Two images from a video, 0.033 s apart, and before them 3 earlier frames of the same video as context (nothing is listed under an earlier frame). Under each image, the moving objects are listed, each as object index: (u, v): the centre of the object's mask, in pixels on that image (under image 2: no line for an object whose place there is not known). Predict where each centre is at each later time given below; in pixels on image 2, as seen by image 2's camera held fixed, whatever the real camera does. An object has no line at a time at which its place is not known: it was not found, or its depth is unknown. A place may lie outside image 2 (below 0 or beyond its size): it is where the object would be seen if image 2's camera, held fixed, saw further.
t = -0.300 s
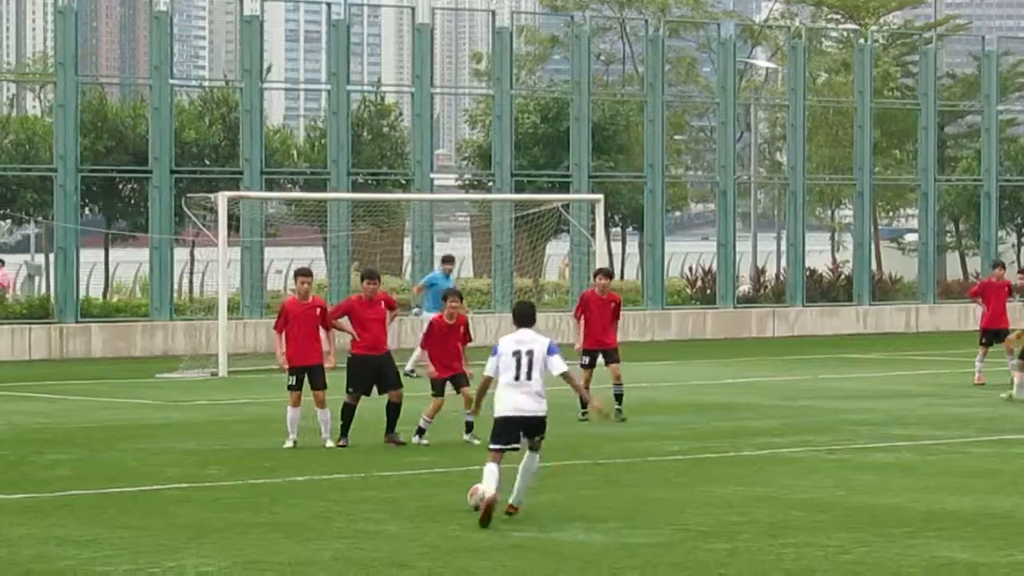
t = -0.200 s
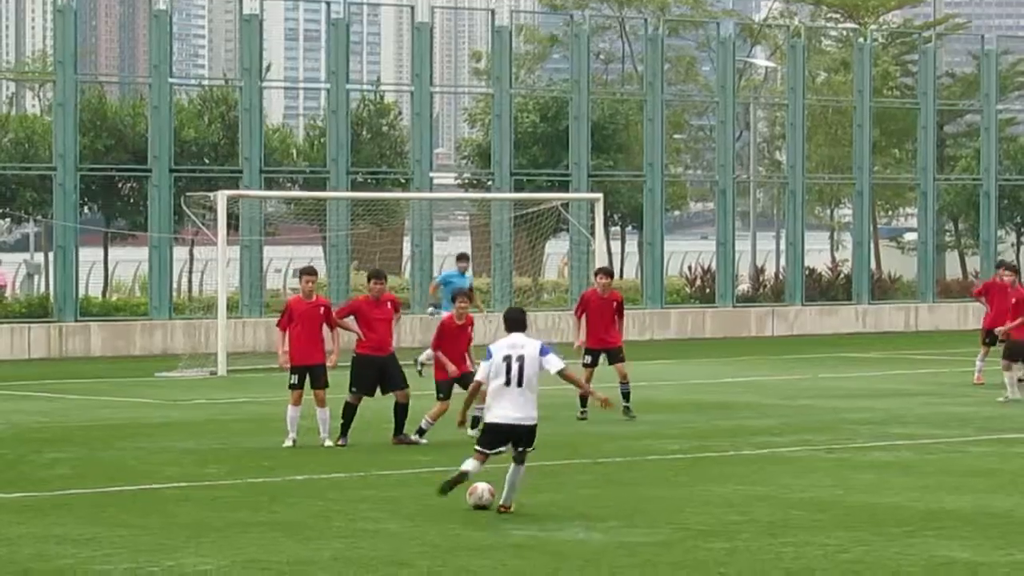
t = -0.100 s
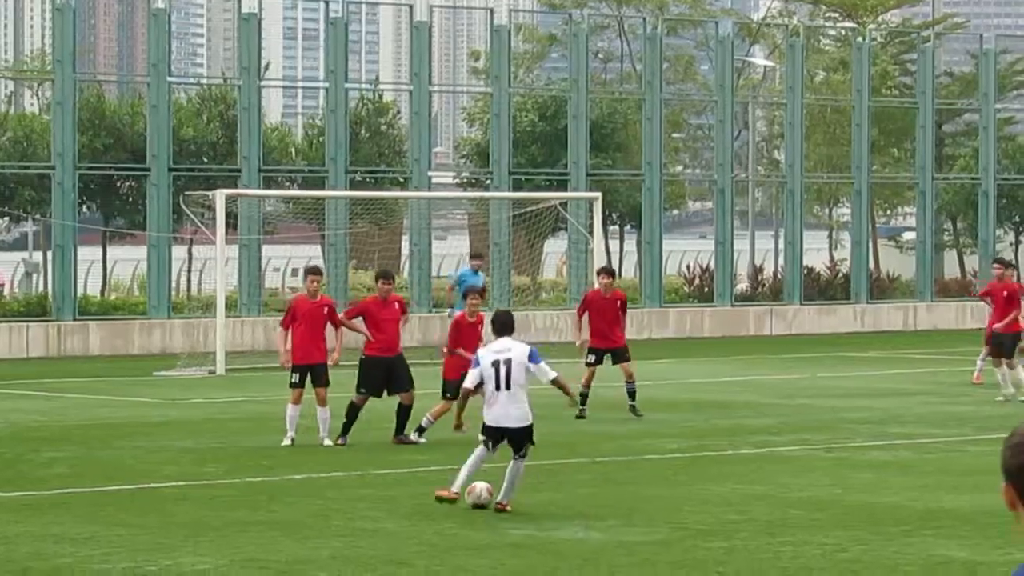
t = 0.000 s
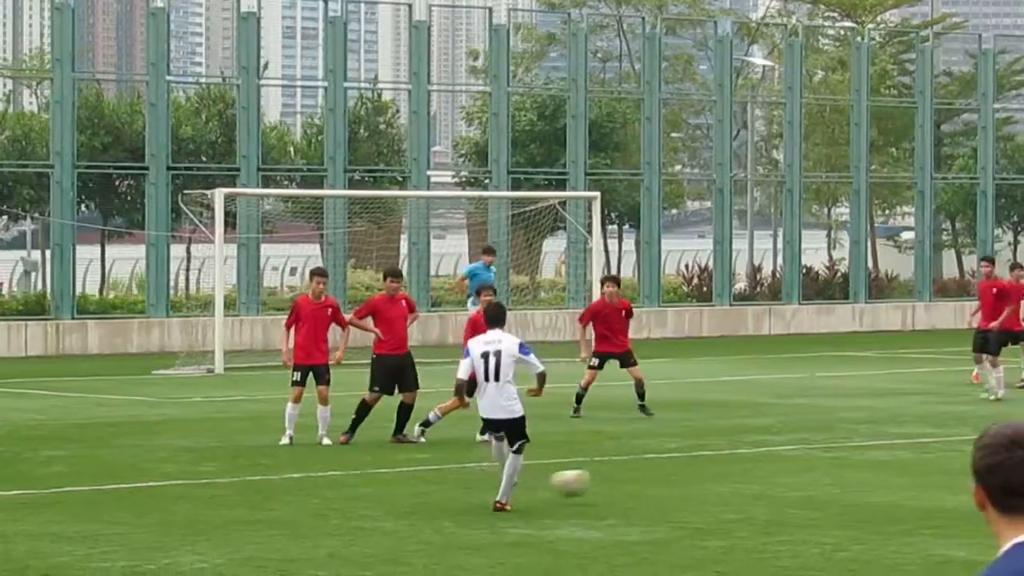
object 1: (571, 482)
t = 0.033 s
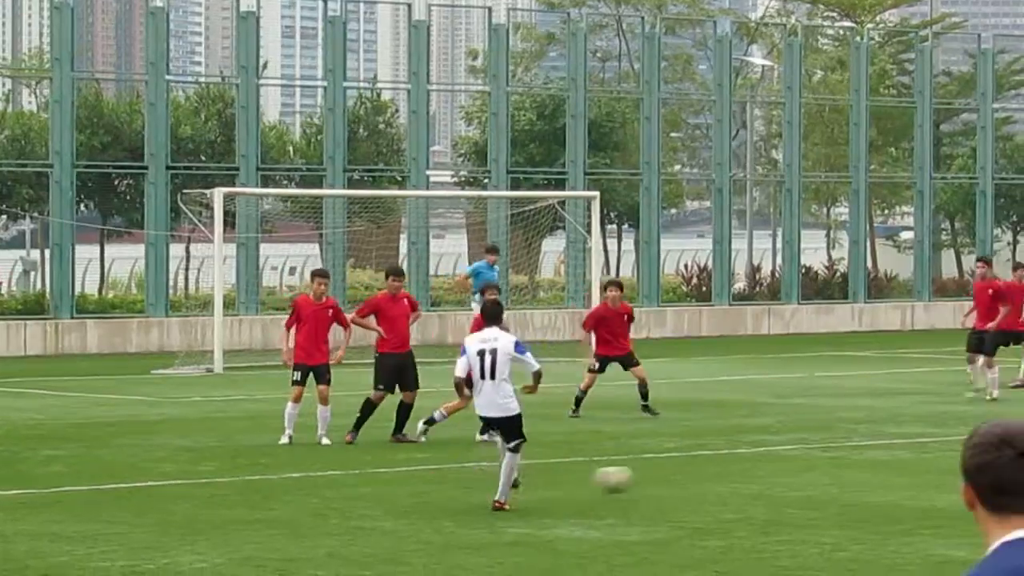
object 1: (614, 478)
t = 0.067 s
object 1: (657, 477)
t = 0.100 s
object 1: (698, 475)
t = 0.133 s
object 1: (741, 477)
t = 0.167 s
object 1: (783, 480)
